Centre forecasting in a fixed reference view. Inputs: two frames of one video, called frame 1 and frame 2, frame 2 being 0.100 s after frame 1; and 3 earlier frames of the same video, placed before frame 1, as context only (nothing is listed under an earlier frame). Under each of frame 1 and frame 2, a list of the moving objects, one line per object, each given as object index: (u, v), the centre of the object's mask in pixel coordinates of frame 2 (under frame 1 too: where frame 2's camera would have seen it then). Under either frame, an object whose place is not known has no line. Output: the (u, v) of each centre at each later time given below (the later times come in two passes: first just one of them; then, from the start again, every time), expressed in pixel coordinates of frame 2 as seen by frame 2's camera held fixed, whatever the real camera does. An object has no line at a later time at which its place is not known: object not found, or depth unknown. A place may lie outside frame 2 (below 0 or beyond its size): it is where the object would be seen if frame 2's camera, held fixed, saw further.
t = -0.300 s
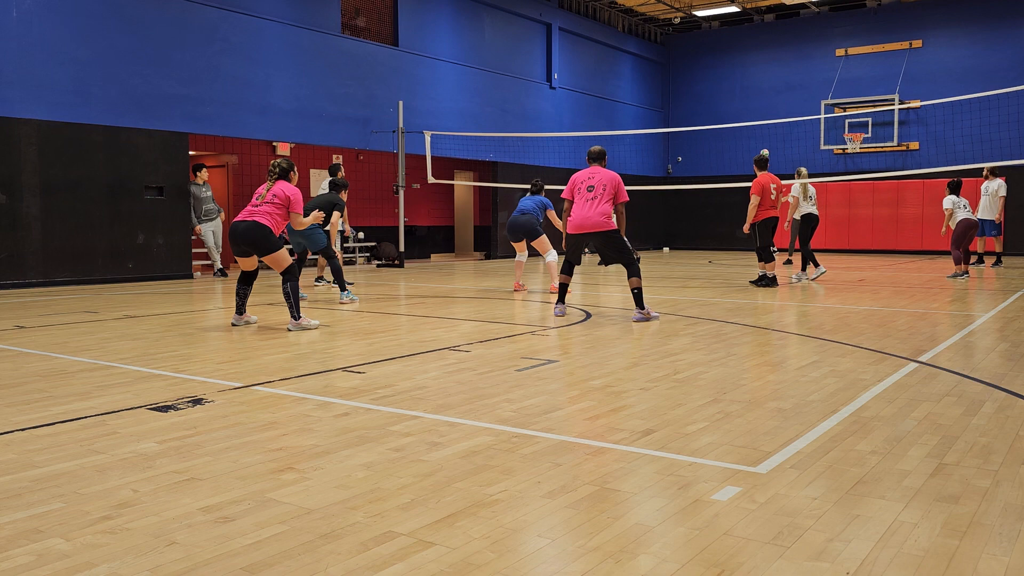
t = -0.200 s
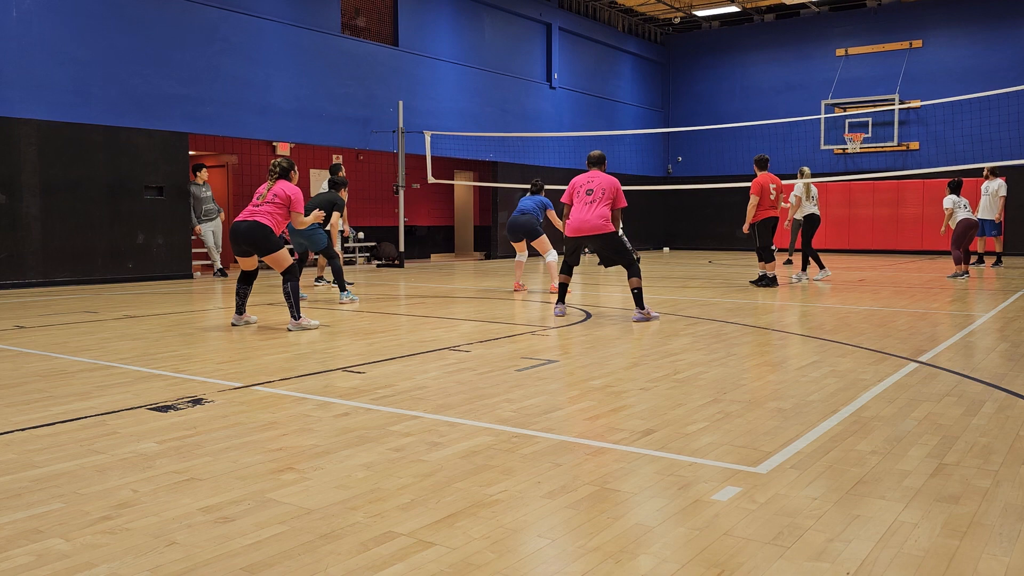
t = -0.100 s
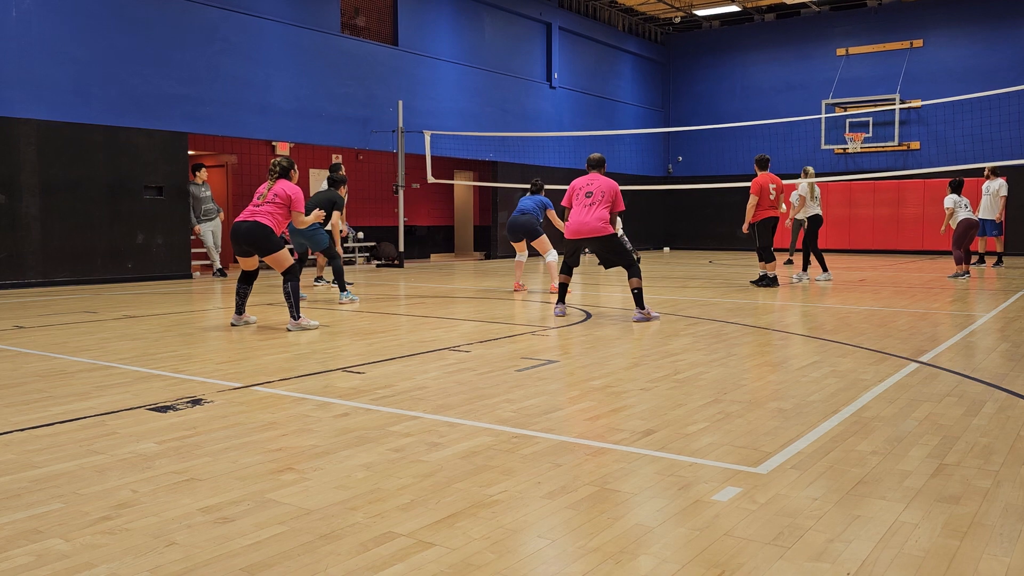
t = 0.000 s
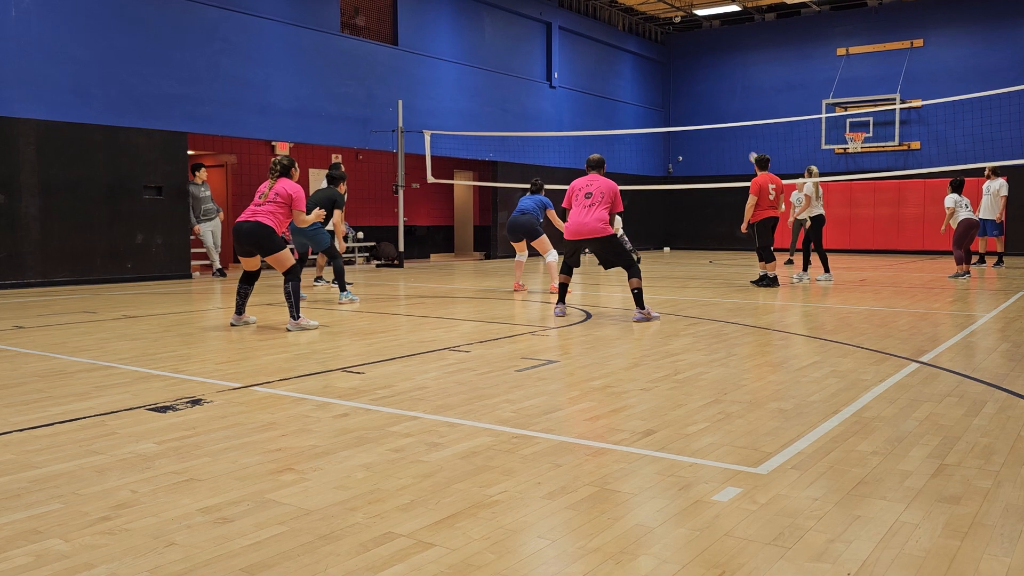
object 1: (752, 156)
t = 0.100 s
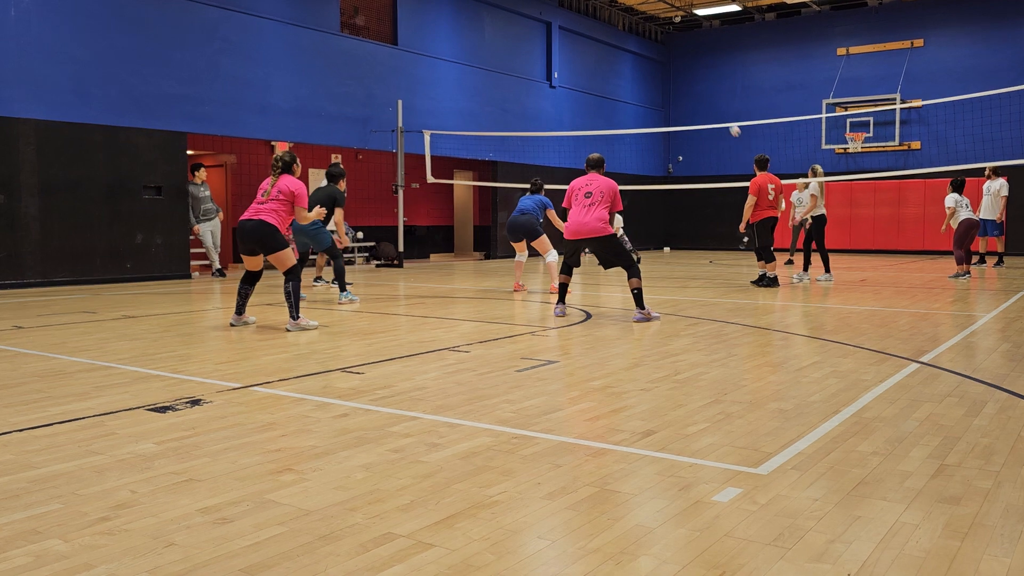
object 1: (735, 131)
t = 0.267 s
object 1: (698, 89)
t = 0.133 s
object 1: (727, 120)
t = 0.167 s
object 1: (721, 113)
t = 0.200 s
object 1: (714, 105)
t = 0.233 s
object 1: (706, 97)
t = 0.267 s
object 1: (698, 89)
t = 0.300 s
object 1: (691, 82)
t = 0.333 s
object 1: (682, 75)
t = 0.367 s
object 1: (673, 68)
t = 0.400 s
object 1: (665, 62)
